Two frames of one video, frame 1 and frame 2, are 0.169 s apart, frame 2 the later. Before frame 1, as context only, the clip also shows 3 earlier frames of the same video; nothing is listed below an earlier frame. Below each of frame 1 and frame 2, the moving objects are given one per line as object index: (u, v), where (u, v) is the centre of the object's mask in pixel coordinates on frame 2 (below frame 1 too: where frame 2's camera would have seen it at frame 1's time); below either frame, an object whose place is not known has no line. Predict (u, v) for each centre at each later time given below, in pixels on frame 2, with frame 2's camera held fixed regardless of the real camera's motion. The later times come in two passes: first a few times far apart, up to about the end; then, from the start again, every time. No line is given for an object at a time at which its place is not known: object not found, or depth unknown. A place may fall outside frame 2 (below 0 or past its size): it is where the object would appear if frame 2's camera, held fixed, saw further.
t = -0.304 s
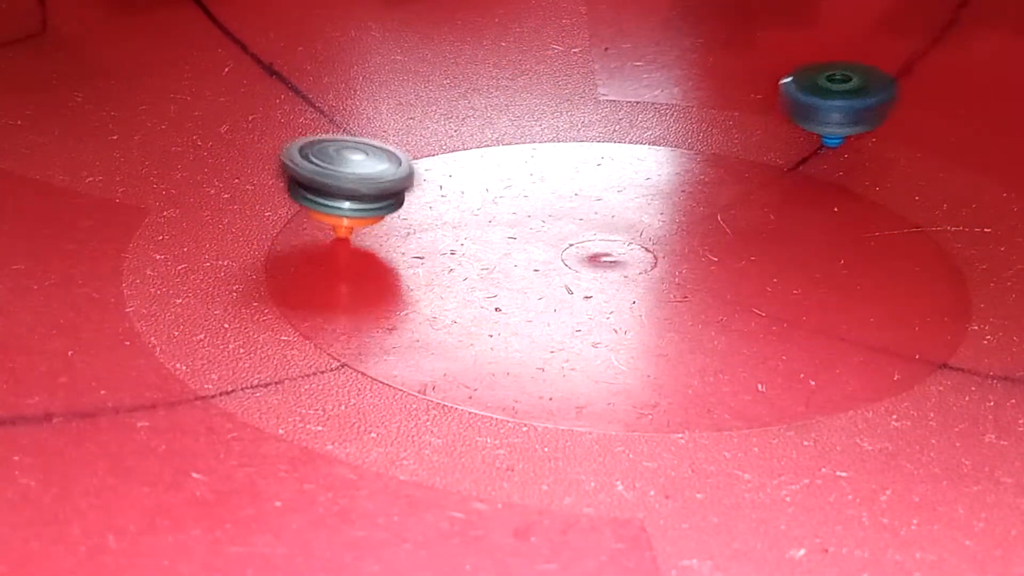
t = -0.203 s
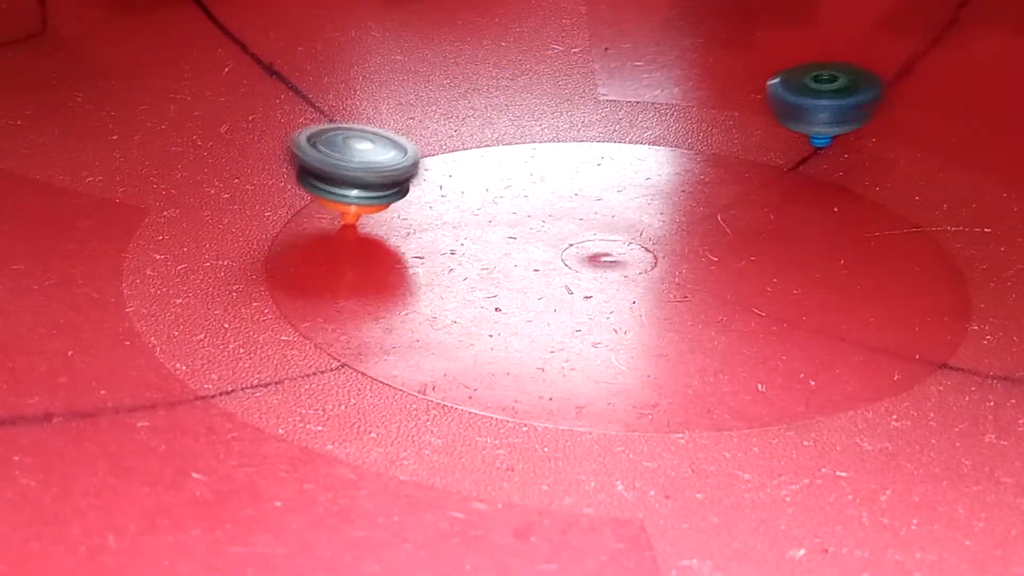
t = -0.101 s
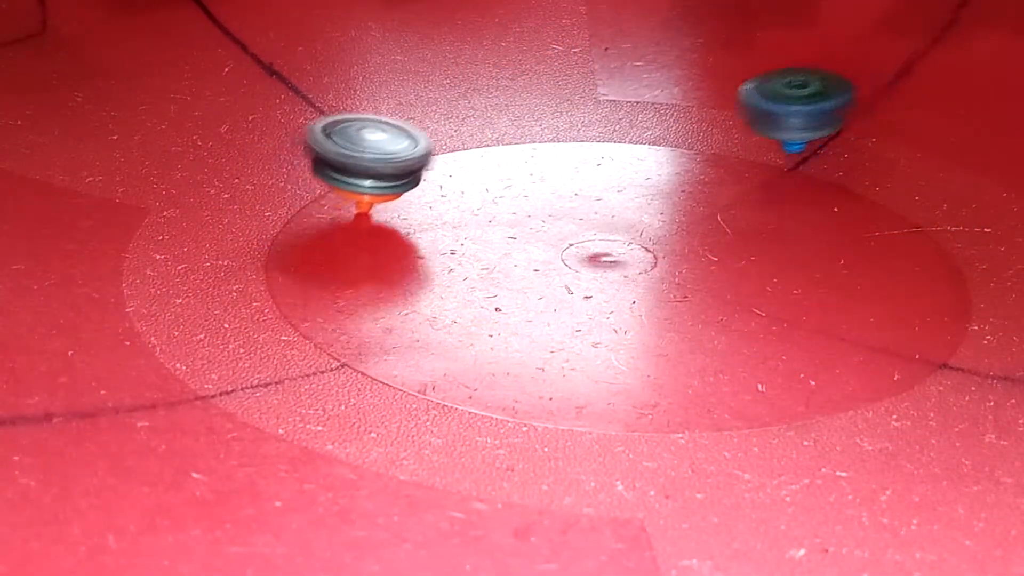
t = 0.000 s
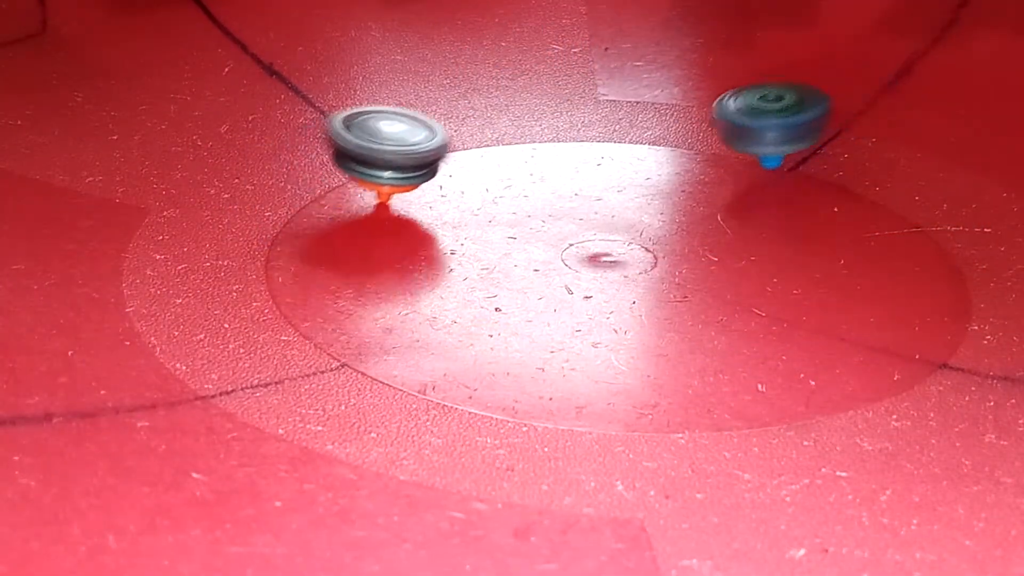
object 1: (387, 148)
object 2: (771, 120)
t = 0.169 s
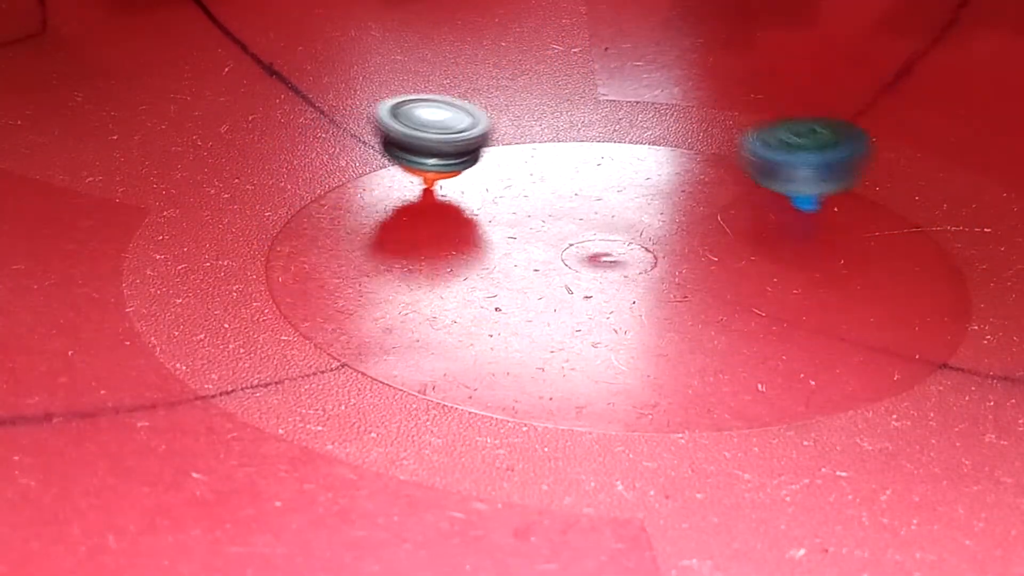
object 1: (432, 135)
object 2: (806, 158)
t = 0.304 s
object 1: (473, 126)
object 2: (899, 193)
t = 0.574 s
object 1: (564, 122)
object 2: (988, 215)
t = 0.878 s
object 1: (677, 128)
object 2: (927, 240)
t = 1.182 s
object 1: (765, 146)
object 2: (901, 296)
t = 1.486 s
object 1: (827, 182)
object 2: (784, 292)
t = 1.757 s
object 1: (853, 224)
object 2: (578, 313)
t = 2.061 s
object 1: (820, 271)
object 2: (501, 295)
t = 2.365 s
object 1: (716, 294)
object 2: (462, 258)
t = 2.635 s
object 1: (582, 287)
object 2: (379, 203)
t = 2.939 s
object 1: (460, 250)
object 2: (380, 173)
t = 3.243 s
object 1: (398, 200)
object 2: (409, 134)
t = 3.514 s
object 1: (383, 183)
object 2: (459, 123)
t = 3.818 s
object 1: (422, 171)
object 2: (503, 118)
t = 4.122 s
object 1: (502, 164)
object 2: (570, 120)
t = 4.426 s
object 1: (582, 175)
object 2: (674, 136)
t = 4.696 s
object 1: (629, 195)
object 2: (772, 162)
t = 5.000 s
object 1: (647, 216)
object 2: (816, 192)
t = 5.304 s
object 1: (640, 245)
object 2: (827, 228)
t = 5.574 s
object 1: (608, 260)
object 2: (794, 260)
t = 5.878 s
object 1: (535, 256)
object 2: (719, 287)
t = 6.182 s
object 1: (469, 230)
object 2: (597, 285)
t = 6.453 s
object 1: (448, 191)
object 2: (496, 265)
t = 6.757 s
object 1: (469, 163)
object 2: (428, 228)
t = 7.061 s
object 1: (535, 151)
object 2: (397, 198)
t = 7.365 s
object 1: (615, 146)
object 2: (416, 169)
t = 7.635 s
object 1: (680, 154)
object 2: (463, 151)
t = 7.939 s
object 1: (741, 180)
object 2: (536, 144)
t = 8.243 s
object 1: (762, 210)
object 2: (622, 145)
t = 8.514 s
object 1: (725, 235)
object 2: (699, 152)
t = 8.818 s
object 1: (635, 246)
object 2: (773, 178)
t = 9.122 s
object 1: (538, 231)
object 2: (815, 208)
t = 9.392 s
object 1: (485, 205)
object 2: (814, 240)
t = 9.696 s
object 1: (476, 176)
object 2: (755, 267)
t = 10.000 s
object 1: (519, 156)
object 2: (650, 276)
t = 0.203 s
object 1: (442, 132)
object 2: (826, 167)
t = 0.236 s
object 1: (452, 130)
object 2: (848, 176)
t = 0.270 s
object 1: (461, 128)
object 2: (873, 185)
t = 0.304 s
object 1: (473, 126)
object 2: (899, 193)
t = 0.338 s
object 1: (483, 125)
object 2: (926, 200)
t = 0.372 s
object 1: (495, 124)
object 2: (948, 205)
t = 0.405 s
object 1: (506, 124)
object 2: (964, 210)
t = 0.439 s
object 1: (518, 123)
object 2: (975, 213)
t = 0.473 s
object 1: (529, 123)
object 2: (984, 215)
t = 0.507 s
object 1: (541, 123)
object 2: (989, 214)
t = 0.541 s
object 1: (553, 122)
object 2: (990, 214)
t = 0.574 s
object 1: (564, 122)
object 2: (988, 215)
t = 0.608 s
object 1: (576, 122)
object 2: (985, 216)
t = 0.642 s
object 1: (587, 122)
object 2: (979, 216)
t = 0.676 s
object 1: (599, 123)
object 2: (972, 216)
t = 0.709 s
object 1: (612, 123)
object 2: (964, 215)
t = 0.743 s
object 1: (624, 124)
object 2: (955, 215)
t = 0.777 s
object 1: (637, 125)
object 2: (947, 218)
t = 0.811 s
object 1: (651, 126)
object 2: (939, 224)
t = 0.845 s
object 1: (664, 127)
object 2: (932, 231)
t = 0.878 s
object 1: (677, 128)
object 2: (927, 240)
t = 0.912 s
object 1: (689, 129)
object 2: (925, 248)
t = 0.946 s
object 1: (700, 131)
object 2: (924, 257)
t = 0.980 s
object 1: (710, 133)
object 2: (925, 266)
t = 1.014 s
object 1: (721, 135)
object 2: (926, 273)
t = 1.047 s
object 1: (730, 137)
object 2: (927, 282)
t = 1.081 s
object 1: (738, 139)
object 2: (926, 288)
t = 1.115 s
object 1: (747, 141)
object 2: (922, 292)
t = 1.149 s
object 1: (756, 144)
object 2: (912, 295)
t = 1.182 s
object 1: (765, 146)
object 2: (901, 296)
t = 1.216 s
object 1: (772, 150)
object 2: (889, 296)
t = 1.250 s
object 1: (781, 153)
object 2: (877, 296)
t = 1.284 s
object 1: (788, 157)
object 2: (864, 296)
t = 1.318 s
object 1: (795, 161)
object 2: (849, 295)
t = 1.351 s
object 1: (802, 164)
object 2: (836, 294)
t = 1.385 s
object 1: (809, 168)
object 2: (823, 294)
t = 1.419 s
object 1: (815, 173)
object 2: (810, 293)
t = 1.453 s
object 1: (821, 177)
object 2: (797, 292)
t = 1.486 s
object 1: (827, 182)
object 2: (784, 292)
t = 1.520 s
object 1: (832, 187)
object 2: (762, 293)
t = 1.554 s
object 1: (837, 192)
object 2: (736, 295)
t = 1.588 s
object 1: (842, 197)
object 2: (705, 298)
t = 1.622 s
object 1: (845, 203)
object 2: (672, 302)
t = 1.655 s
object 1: (848, 208)
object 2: (644, 305)
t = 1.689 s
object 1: (852, 213)
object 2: (621, 308)
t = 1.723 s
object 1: (853, 219)
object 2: (602, 310)
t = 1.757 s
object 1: (853, 224)
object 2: (578, 313)
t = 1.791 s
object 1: (853, 230)
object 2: (558, 316)
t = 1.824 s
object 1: (853, 235)
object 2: (545, 317)
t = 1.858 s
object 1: (852, 241)
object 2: (534, 315)
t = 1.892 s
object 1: (849, 247)
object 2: (526, 313)
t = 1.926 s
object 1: (845, 252)
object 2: (520, 310)
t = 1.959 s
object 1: (841, 257)
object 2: (514, 307)
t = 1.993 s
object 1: (835, 262)
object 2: (509, 304)
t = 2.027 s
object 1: (828, 267)
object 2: (505, 300)
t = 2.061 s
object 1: (820, 271)
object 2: (501, 295)
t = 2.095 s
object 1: (812, 275)
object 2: (496, 291)
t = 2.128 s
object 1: (803, 279)
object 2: (492, 286)
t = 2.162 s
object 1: (793, 282)
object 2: (488, 282)
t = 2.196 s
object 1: (782, 285)
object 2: (484, 278)
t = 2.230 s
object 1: (771, 288)
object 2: (480, 273)
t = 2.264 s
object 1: (758, 290)
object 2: (476, 269)
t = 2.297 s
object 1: (744, 292)
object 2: (471, 266)
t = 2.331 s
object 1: (731, 293)
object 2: (467, 262)
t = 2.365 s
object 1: (716, 294)
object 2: (462, 258)
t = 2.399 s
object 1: (701, 295)
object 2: (458, 254)
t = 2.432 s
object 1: (686, 295)
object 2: (450, 249)
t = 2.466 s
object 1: (669, 295)
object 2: (439, 241)
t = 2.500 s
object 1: (653, 294)
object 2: (425, 232)
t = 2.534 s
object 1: (635, 292)
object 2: (407, 222)
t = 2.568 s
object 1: (618, 291)
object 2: (394, 215)
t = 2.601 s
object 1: (600, 289)
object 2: (385, 208)
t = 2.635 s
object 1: (582, 287)
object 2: (379, 203)
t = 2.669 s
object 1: (566, 283)
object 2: (376, 198)
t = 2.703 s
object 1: (550, 280)
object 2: (373, 193)
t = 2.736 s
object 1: (536, 277)
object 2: (373, 190)
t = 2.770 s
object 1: (520, 273)
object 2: (372, 186)
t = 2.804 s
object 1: (506, 269)
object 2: (372, 183)
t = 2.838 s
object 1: (493, 265)
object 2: (373, 180)
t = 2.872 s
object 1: (482, 260)
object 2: (374, 178)
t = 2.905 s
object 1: (470, 255)
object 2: (376, 176)
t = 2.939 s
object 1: (460, 250)
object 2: (380, 173)
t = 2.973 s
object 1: (450, 244)
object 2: (382, 169)
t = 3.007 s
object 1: (440, 238)
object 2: (386, 162)
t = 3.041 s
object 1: (432, 233)
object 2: (389, 158)
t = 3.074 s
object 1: (422, 227)
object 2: (392, 154)
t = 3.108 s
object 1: (416, 221)
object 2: (394, 149)
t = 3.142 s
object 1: (411, 216)
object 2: (395, 144)
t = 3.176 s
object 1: (406, 210)
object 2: (398, 140)
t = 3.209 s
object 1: (402, 205)
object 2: (402, 136)
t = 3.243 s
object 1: (398, 200)
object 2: (409, 134)
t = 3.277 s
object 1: (396, 195)
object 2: (416, 132)
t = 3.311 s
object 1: (393, 191)
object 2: (424, 130)
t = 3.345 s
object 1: (388, 191)
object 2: (433, 129)
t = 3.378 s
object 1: (385, 190)
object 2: (441, 127)
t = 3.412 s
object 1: (383, 189)
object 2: (447, 126)
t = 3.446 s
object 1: (382, 186)
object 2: (451, 124)
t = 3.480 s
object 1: (382, 185)
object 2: (454, 123)
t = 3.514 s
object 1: (383, 183)
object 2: (459, 123)
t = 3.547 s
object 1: (385, 182)
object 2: (463, 121)
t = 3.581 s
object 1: (388, 181)
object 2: (467, 120)
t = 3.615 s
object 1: (391, 179)
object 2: (471, 119)
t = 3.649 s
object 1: (396, 178)
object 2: (475, 118)
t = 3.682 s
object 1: (400, 176)
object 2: (480, 118)
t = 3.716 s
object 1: (405, 175)
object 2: (485, 118)
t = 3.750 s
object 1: (411, 173)
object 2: (490, 118)
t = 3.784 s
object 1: (416, 172)
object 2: (496, 118)
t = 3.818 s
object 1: (422, 171)
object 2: (503, 118)
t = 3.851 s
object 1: (429, 169)
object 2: (508, 118)
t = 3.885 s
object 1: (436, 168)
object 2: (515, 119)
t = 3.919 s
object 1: (443, 167)
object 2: (521, 119)
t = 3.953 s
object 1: (452, 166)
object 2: (529, 119)
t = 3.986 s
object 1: (462, 165)
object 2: (536, 120)
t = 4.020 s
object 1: (471, 165)
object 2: (544, 120)
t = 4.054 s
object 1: (481, 164)
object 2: (553, 120)
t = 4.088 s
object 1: (492, 164)
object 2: (562, 120)
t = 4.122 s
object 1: (502, 164)
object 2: (570, 120)
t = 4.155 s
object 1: (511, 164)
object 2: (579, 121)
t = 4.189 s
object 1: (519, 166)
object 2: (590, 122)
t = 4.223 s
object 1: (529, 167)
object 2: (601, 124)
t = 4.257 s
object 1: (539, 167)
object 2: (613, 125)
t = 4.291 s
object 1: (548, 169)
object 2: (624, 127)
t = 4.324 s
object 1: (558, 169)
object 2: (635, 129)
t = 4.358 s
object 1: (569, 171)
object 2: (647, 131)
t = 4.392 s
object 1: (575, 173)
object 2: (658, 133)
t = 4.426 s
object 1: (582, 175)
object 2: (674, 136)
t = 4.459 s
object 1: (589, 177)
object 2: (692, 139)
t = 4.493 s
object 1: (597, 179)
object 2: (707, 143)
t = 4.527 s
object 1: (604, 183)
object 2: (721, 145)
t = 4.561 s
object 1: (609, 185)
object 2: (734, 149)
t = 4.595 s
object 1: (617, 188)
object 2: (745, 153)
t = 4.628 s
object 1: (622, 190)
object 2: (755, 155)
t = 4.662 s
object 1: (626, 192)
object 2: (763, 158)
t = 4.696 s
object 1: (629, 195)
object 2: (772, 162)
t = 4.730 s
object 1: (632, 196)
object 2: (777, 165)
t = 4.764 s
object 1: (635, 198)
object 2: (784, 169)
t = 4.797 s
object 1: (636, 199)
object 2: (790, 172)
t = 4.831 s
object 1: (638, 201)
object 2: (795, 175)
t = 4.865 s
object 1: (641, 203)
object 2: (800, 178)
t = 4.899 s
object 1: (643, 206)
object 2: (805, 181)
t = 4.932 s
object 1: (645, 209)
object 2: (809, 185)
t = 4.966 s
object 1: (646, 212)
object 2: (812, 189)
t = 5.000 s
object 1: (647, 216)
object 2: (816, 192)
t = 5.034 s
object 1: (649, 220)
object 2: (819, 195)
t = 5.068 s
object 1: (649, 223)
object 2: (821, 199)
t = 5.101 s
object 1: (649, 226)
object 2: (823, 204)
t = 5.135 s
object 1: (649, 230)
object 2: (825, 208)
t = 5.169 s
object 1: (648, 233)
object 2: (826, 212)
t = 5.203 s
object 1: (646, 236)
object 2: (828, 216)
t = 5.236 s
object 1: (644, 240)
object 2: (828, 220)
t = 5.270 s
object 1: (642, 242)
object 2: (828, 225)
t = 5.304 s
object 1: (640, 245)
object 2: (827, 228)
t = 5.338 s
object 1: (637, 247)
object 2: (825, 232)
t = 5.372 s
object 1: (634, 250)
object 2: (823, 237)
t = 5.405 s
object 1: (631, 252)
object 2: (819, 241)
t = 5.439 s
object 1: (627, 254)
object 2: (816, 245)
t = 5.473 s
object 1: (623, 256)
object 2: (811, 249)
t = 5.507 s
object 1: (618, 257)
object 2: (805, 253)
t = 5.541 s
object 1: (612, 258)
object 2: (800, 256)
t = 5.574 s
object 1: (608, 260)
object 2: (794, 260)
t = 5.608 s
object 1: (602, 261)
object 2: (787, 264)
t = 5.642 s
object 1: (596, 262)
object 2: (779, 267)
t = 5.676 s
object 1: (591, 262)
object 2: (771, 270)
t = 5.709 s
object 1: (585, 262)
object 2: (763, 274)
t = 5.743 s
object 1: (574, 262)
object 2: (758, 277)
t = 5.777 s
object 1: (565, 260)
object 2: (750, 280)
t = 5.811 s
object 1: (554, 259)
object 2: (741, 283)
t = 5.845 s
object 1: (545, 258)
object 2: (731, 285)
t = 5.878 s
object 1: (535, 256)
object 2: (719, 287)
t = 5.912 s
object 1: (526, 254)
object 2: (706, 288)
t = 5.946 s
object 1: (517, 251)
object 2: (694, 289)
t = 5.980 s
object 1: (509, 249)
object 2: (679, 290)
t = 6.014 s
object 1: (503, 247)
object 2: (666, 290)
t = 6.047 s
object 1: (496, 244)
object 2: (652, 290)
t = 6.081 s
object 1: (489, 240)
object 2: (639, 289)
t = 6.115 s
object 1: (482, 237)
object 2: (625, 288)
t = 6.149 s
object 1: (476, 234)
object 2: (611, 287)
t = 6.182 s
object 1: (469, 230)
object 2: (597, 285)
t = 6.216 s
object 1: (463, 226)
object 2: (583, 283)
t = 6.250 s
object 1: (459, 222)
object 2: (569, 282)
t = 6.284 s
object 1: (455, 217)
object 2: (556, 280)
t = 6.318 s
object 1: (452, 213)
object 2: (544, 278)
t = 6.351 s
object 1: (450, 206)
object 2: (530, 274)
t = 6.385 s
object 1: (448, 201)
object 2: (518, 272)
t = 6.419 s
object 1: (447, 195)
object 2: (507, 268)
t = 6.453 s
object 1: (448, 191)
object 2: (496, 265)
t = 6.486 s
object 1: (449, 187)
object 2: (486, 262)
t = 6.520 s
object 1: (449, 182)
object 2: (478, 258)
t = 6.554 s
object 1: (450, 178)
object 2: (469, 255)
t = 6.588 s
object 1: (451, 174)
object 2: (461, 251)
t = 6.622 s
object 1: (454, 171)
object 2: (453, 246)
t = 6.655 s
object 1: (456, 168)
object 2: (446, 242)
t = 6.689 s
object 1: (459, 166)
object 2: (440, 238)
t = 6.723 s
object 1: (463, 164)
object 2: (434, 233)
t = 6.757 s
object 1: (469, 163)
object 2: (428, 228)
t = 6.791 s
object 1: (475, 162)
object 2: (423, 224)
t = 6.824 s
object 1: (483, 161)
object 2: (415, 221)
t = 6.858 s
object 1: (490, 161)
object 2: (409, 219)
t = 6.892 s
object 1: (497, 160)
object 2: (404, 216)
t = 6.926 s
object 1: (505, 159)
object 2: (401, 213)
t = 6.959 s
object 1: (511, 156)
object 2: (399, 209)
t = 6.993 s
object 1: (519, 154)
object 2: (398, 206)
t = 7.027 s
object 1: (527, 152)
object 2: (397, 202)
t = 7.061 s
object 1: (535, 151)
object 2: (397, 198)
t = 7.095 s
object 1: (546, 149)
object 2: (398, 195)
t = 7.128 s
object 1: (553, 148)
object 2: (398, 191)
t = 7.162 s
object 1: (562, 148)
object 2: (399, 188)
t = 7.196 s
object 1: (571, 147)
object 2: (401, 185)
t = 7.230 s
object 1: (579, 146)
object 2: (402, 182)
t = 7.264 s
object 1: (588, 146)
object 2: (405, 178)
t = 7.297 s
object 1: (597, 146)
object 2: (408, 175)
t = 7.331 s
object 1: (606, 146)
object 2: (412, 172)
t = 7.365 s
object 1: (615, 146)
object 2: (416, 169)
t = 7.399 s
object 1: (623, 145)
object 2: (420, 166)
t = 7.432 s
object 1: (631, 146)
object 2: (426, 164)
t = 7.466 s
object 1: (640, 147)
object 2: (431, 161)
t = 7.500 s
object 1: (647, 148)
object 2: (437, 159)
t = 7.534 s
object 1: (656, 149)
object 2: (443, 157)
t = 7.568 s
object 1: (664, 151)
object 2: (449, 155)
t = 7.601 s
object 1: (672, 153)
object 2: (456, 153)
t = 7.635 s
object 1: (680, 154)
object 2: (463, 151)
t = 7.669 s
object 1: (688, 157)
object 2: (470, 150)
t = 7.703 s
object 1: (696, 159)
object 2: (477, 148)
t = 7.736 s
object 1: (704, 162)
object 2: (485, 147)
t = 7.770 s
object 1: (711, 165)
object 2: (493, 146)
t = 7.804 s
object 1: (718, 168)
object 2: (500, 145)
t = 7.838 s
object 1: (725, 171)
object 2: (509, 145)
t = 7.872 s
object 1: (731, 174)
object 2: (518, 144)
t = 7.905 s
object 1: (737, 177)
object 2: (527, 144)
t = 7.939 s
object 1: (741, 180)
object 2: (536, 144)
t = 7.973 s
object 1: (746, 183)
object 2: (546, 143)
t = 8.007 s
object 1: (750, 186)
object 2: (556, 143)
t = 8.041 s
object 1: (755, 190)
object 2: (566, 143)
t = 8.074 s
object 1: (757, 192)
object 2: (577, 142)
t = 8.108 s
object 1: (757, 196)
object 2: (585, 143)
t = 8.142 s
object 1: (759, 199)
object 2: (594, 144)
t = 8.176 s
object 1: (761, 203)
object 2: (604, 145)
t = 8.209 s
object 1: (762, 206)
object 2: (614, 144)
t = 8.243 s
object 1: (762, 210)
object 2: (622, 145)
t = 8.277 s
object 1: (760, 214)
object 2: (631, 146)
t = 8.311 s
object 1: (757, 217)
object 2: (641, 146)
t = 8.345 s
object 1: (754, 220)
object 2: (651, 147)
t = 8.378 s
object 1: (749, 223)
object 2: (661, 148)
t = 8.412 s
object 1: (743, 226)
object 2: (670, 149)
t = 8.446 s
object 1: (738, 230)
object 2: (680, 150)
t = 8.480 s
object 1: (732, 233)
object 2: (689, 151)
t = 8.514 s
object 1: (725, 235)
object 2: (699, 152)
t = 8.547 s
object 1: (716, 238)
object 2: (709, 153)
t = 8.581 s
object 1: (708, 240)
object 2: (718, 155)
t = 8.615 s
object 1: (698, 242)
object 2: (728, 157)
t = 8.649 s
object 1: (688, 244)
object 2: (736, 160)
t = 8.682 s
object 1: (678, 245)
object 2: (745, 165)
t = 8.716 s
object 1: (668, 246)
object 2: (753, 168)
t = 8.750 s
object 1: (658, 247)
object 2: (761, 172)
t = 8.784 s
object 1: (646, 246)
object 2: (767, 175)
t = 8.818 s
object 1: (635, 246)
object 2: (773, 178)
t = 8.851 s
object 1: (623, 246)
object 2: (779, 181)
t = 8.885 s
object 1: (611, 245)
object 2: (784, 184)
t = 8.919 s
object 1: (600, 244)
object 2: (789, 188)
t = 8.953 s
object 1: (588, 243)
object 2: (794, 191)
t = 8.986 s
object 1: (577, 240)
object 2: (800, 194)
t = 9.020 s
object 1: (567, 238)
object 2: (805, 197)
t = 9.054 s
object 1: (557, 236)
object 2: (809, 201)
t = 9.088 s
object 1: (547, 234)
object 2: (812, 205)
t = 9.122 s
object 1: (538, 231)
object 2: (815, 208)
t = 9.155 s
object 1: (529, 228)
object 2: (817, 212)
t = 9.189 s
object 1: (521, 225)
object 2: (819, 216)
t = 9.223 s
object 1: (513, 222)
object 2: (821, 220)
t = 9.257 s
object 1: (506, 218)
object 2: (821, 224)
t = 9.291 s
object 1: (500, 215)
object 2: (820, 228)
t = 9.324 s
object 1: (494, 212)
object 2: (819, 232)
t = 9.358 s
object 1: (489, 208)
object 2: (817, 236)
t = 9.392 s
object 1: (485, 205)
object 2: (814, 240)
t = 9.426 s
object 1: (481, 201)
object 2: (811, 243)
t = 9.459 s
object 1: (478, 197)
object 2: (806, 247)
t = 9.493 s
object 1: (475, 194)
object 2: (801, 250)
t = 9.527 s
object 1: (474, 191)
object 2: (795, 253)
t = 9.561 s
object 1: (472, 187)
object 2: (788, 256)
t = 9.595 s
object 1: (472, 184)
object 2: (781, 259)
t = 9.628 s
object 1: (473, 181)
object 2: (772, 262)
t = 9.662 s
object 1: (474, 178)
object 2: (764, 265)
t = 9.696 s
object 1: (476, 176)
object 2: (755, 267)
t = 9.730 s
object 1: (478, 173)
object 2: (746, 270)
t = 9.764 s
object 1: (481, 170)
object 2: (736, 272)
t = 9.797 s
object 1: (486, 168)
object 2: (724, 274)
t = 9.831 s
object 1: (491, 165)
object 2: (713, 275)
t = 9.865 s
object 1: (495, 162)
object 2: (701, 275)
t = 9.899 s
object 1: (501, 161)
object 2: (689, 276)
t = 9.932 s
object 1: (507, 159)
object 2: (675, 276)
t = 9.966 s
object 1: (512, 158)
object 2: (663, 276)
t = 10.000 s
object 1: (519, 156)
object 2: (650, 276)
